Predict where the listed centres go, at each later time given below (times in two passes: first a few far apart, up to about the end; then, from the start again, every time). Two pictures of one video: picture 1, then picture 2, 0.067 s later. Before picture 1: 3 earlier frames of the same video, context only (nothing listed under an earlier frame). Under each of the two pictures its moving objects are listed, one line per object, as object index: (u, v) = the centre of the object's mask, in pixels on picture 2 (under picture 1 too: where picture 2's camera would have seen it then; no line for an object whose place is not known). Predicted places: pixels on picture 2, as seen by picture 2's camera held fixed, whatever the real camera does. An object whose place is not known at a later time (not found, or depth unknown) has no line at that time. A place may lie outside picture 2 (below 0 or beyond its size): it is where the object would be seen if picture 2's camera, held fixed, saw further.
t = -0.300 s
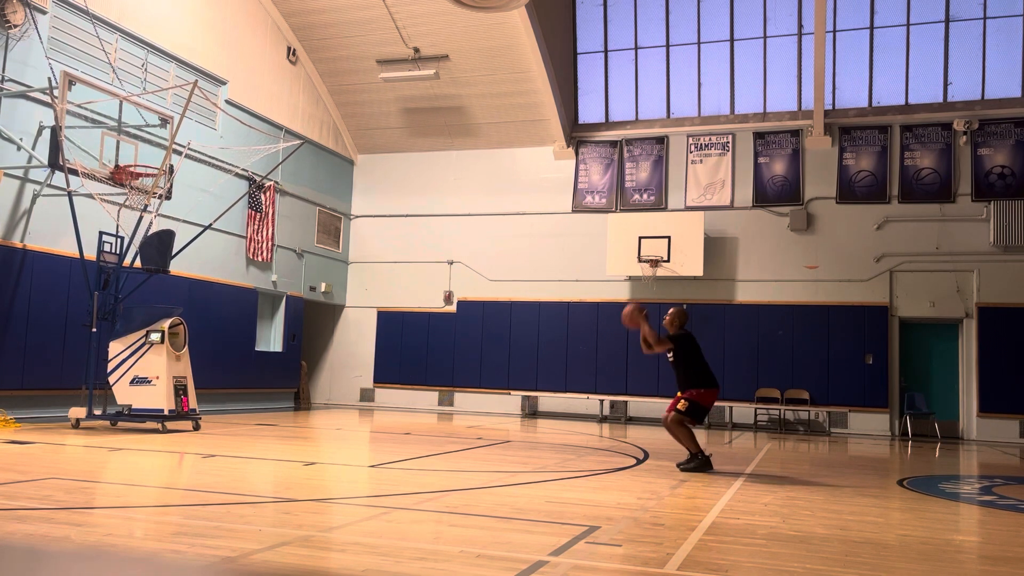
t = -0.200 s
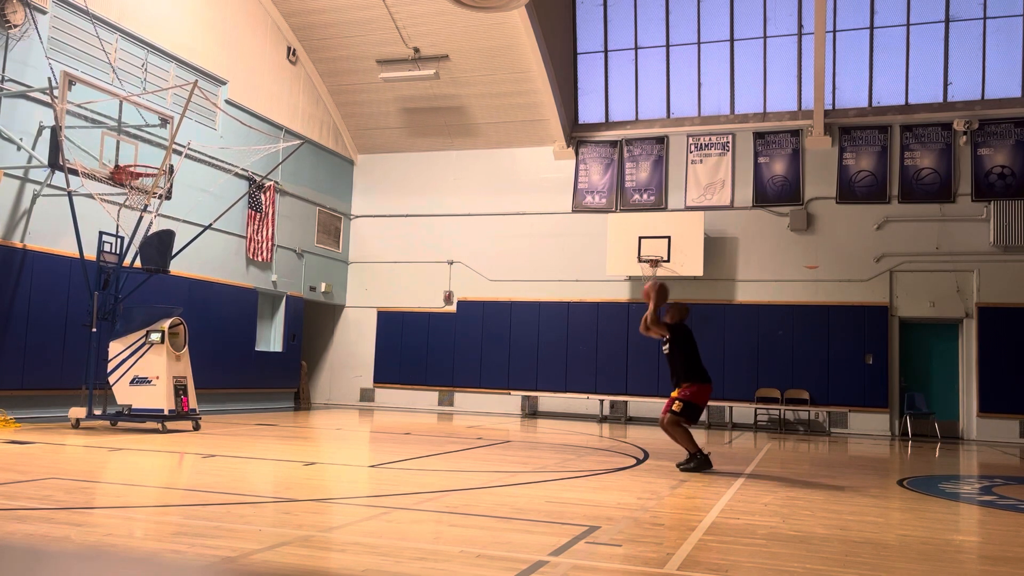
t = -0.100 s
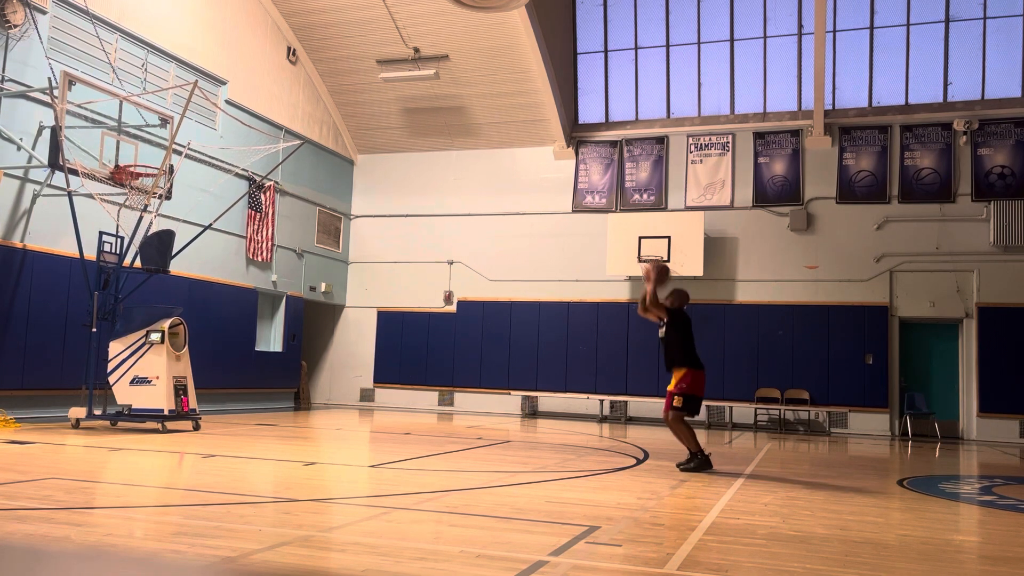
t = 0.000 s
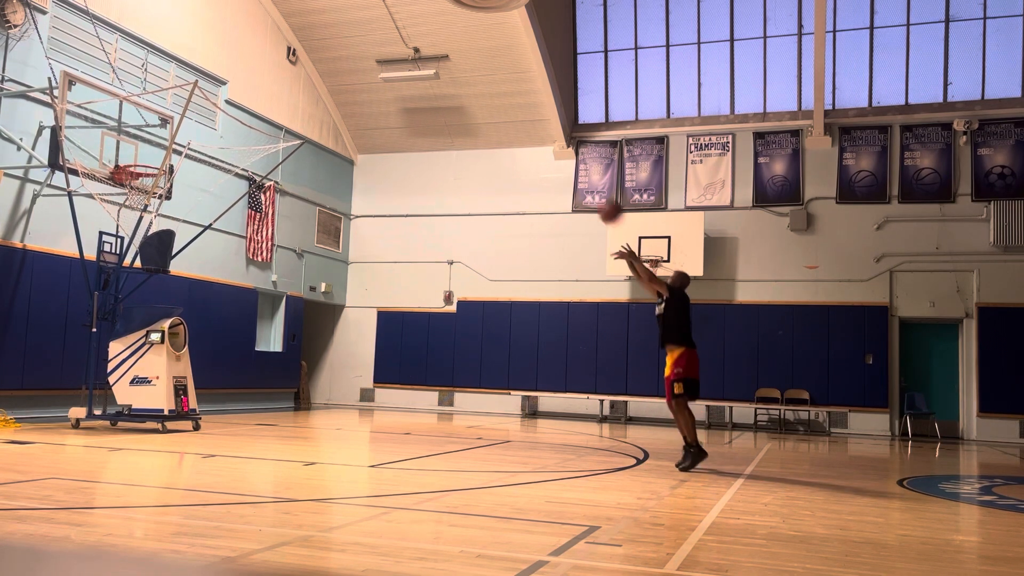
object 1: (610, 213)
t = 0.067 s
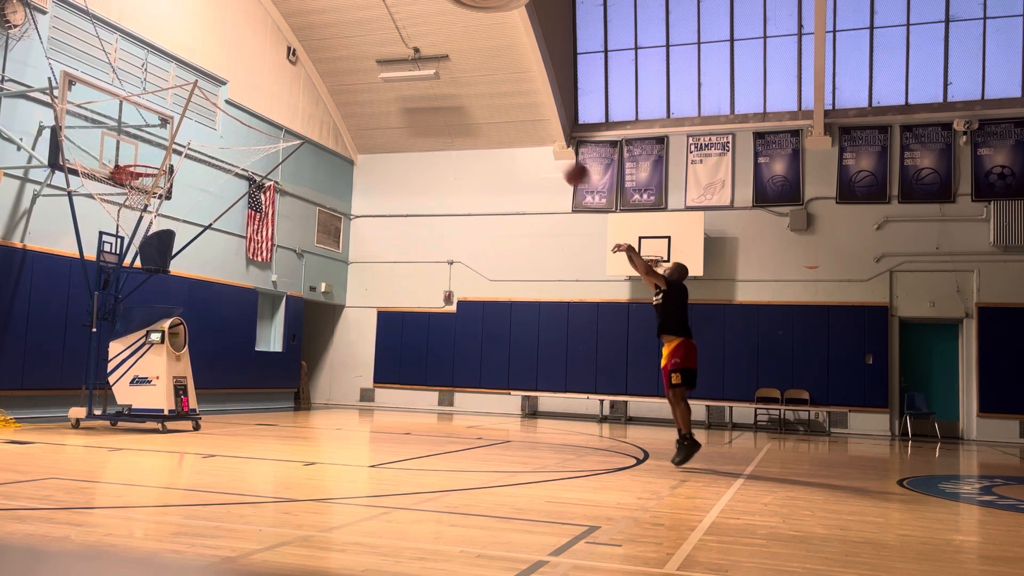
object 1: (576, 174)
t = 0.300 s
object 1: (462, 85)
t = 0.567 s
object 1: (349, 55)
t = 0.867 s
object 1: (234, 94)
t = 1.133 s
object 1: (139, 175)
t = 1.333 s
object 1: (132, 214)
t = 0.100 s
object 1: (558, 157)
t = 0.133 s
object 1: (542, 141)
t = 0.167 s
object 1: (525, 128)
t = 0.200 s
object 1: (509, 115)
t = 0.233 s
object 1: (493, 104)
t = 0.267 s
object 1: (478, 93)
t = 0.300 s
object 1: (462, 85)
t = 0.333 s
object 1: (447, 77)
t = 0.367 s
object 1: (433, 71)
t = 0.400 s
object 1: (418, 66)
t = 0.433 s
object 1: (404, 61)
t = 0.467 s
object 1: (390, 58)
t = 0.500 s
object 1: (376, 56)
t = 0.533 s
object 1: (362, 55)
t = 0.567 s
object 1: (349, 55)
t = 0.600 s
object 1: (336, 55)
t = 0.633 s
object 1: (322, 57)
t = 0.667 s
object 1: (310, 60)
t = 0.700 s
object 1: (297, 63)
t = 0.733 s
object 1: (284, 68)
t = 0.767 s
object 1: (271, 73)
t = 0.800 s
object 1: (259, 80)
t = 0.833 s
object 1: (246, 86)
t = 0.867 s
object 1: (234, 94)
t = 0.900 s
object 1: (222, 102)
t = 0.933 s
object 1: (210, 111)
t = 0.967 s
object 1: (198, 121)
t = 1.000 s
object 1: (187, 132)
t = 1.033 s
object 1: (175, 144)
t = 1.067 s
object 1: (161, 155)
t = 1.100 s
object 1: (151, 166)
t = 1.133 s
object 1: (139, 175)
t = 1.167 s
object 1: (132, 182)
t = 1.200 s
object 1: (132, 190)
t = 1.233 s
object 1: (131, 194)
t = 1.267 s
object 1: (130, 198)
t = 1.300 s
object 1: (131, 206)
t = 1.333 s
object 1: (132, 214)
